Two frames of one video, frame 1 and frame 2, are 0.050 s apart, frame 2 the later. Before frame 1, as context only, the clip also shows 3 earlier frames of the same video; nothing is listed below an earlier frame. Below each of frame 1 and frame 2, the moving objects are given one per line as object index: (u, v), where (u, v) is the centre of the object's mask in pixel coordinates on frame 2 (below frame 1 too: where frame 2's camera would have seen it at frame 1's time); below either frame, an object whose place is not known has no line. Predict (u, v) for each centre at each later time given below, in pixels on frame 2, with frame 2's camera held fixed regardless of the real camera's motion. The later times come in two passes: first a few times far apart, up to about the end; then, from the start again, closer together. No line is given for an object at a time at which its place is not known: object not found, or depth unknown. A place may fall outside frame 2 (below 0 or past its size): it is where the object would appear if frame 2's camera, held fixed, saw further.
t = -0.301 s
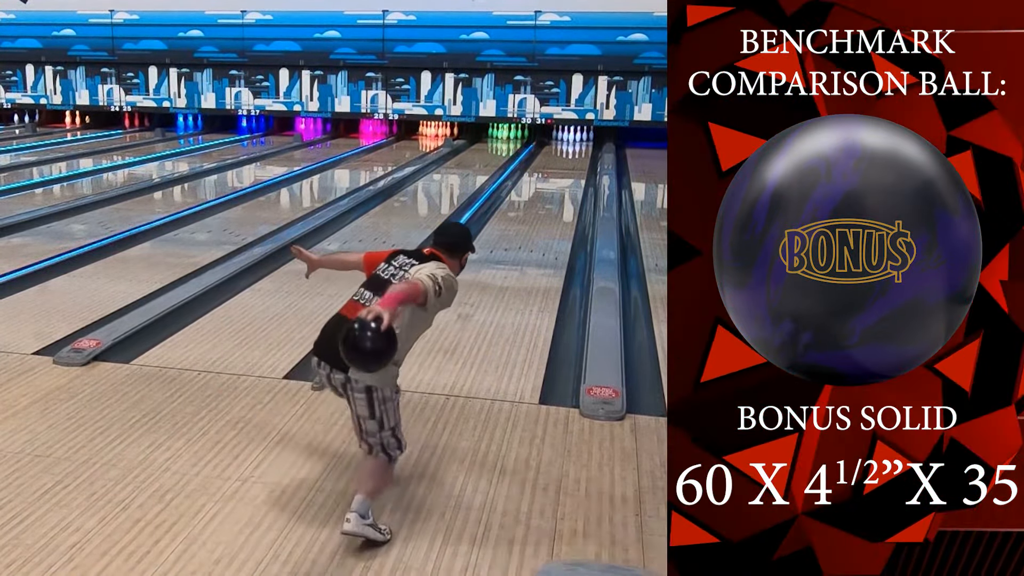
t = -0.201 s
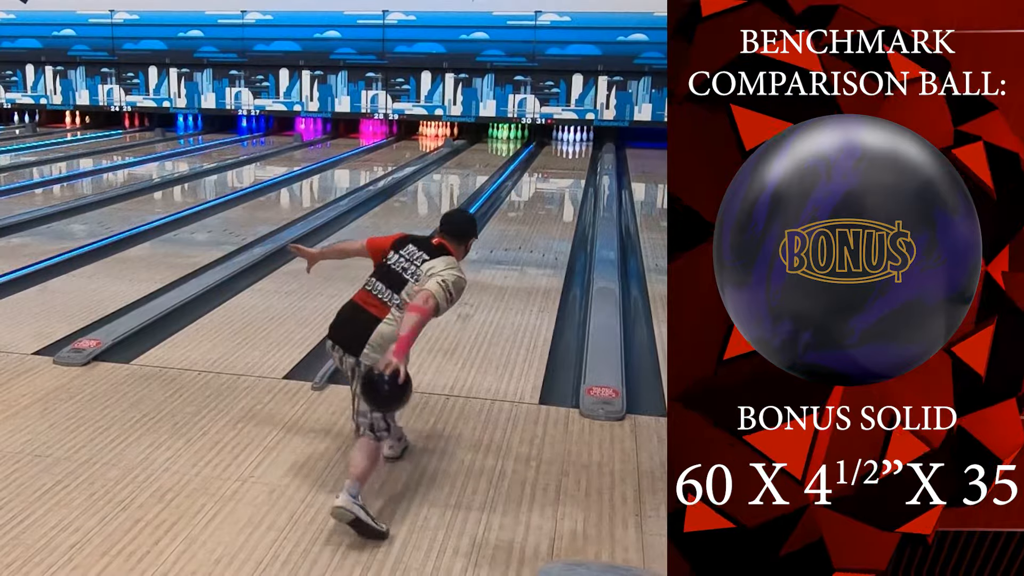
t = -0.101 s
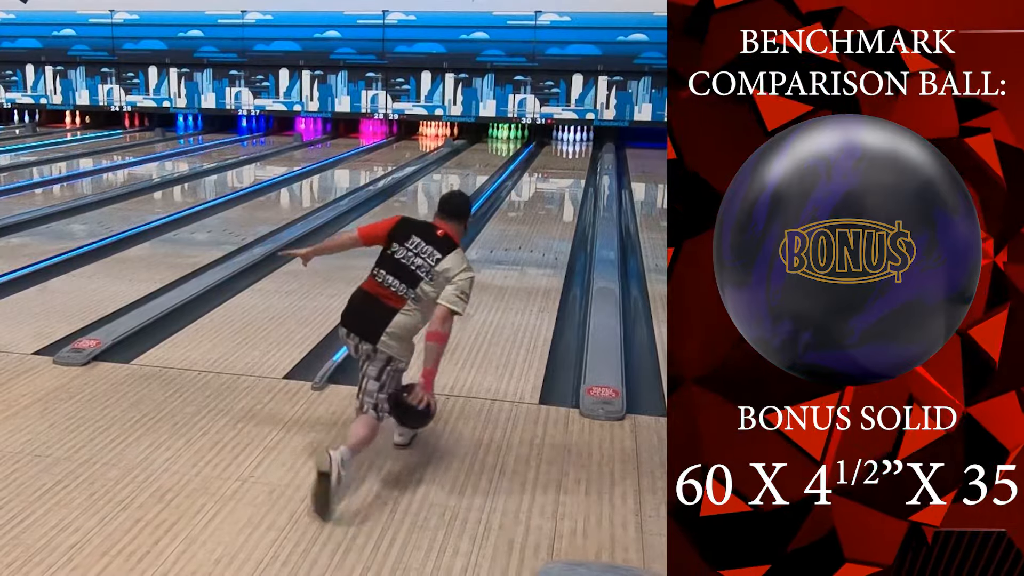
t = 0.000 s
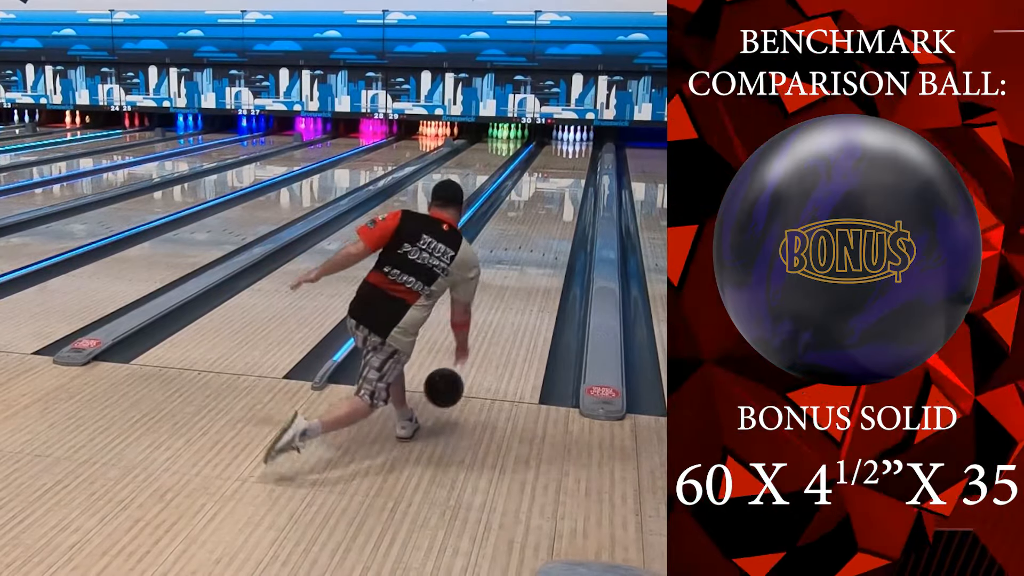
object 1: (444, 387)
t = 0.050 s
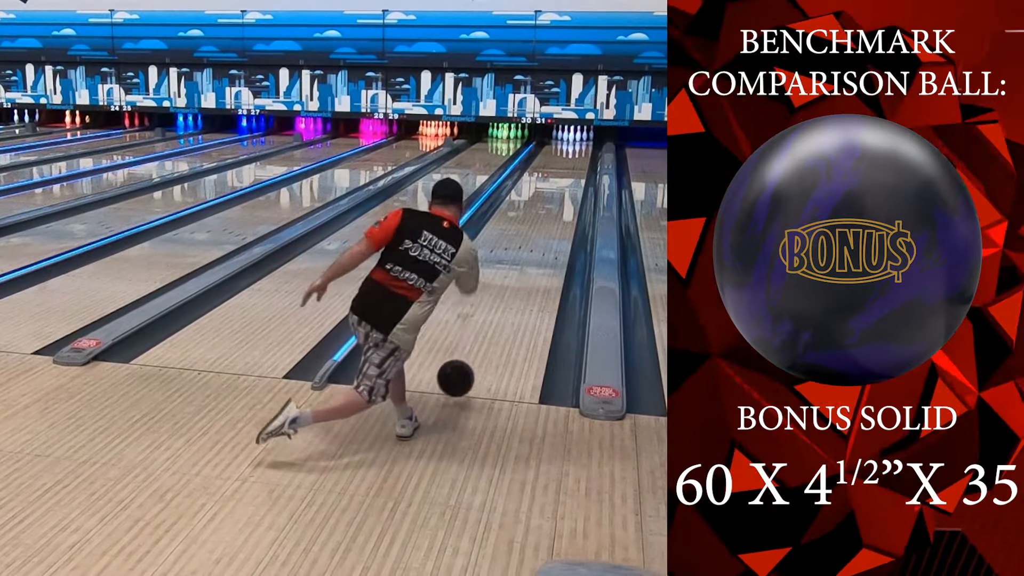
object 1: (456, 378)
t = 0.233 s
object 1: (489, 327)
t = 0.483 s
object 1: (518, 274)
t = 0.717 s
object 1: (536, 241)
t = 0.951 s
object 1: (549, 216)
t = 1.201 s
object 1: (559, 196)
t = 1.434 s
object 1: (566, 182)
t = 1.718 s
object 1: (572, 168)
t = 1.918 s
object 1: (575, 160)
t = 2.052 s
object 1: (576, 156)
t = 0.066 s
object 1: (459, 376)
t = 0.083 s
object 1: (463, 375)
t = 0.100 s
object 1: (466, 369)
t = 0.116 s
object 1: (469, 361)
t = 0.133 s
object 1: (472, 355)
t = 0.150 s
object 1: (475, 349)
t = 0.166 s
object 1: (478, 343)
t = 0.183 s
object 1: (481, 338)
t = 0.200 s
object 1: (484, 334)
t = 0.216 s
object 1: (486, 331)
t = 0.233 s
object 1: (489, 327)
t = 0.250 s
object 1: (491, 324)
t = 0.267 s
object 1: (493, 319)
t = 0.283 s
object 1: (496, 315)
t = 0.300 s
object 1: (498, 311)
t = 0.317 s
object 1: (500, 307)
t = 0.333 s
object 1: (502, 303)
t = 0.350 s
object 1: (504, 300)
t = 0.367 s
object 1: (506, 296)
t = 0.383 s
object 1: (508, 293)
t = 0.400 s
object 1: (510, 290)
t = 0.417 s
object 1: (512, 286)
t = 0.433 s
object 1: (513, 283)
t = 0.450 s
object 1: (515, 280)
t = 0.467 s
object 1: (517, 277)
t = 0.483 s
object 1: (518, 274)
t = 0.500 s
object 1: (520, 271)
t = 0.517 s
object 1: (521, 269)
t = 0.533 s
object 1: (523, 266)
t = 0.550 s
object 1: (524, 263)
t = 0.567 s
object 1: (526, 261)
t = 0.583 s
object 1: (527, 258)
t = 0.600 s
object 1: (529, 257)
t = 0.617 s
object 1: (531, 253)
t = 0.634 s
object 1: (530, 251)
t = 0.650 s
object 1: (532, 249)
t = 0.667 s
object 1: (533, 247)
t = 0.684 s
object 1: (534, 245)
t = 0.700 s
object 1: (535, 243)
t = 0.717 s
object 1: (536, 241)
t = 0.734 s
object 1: (538, 238)
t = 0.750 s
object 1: (538, 237)
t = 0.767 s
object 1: (539, 235)
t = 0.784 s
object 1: (540, 233)
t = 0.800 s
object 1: (541, 231)
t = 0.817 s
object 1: (542, 229)
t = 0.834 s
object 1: (543, 227)
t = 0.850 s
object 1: (544, 225)
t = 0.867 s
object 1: (545, 224)
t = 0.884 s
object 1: (546, 222)
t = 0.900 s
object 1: (547, 220)
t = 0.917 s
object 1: (547, 219)
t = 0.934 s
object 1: (548, 217)
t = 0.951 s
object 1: (549, 216)
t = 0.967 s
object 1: (550, 214)
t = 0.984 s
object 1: (551, 213)
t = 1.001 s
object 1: (551, 211)
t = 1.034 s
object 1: (553, 209)
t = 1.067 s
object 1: (554, 206)
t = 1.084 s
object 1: (555, 205)
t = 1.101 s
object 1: (555, 203)
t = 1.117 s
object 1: (556, 202)
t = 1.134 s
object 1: (557, 201)
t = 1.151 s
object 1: (557, 200)
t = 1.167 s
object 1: (558, 198)
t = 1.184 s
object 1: (559, 197)
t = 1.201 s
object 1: (559, 196)
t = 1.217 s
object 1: (560, 195)
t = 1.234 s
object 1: (560, 194)
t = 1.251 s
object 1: (561, 193)
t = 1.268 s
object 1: (561, 192)
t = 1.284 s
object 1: (562, 191)
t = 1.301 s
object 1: (562, 190)
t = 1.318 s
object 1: (563, 189)
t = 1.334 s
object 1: (563, 188)
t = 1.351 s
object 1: (564, 187)
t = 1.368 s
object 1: (564, 186)
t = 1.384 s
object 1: (565, 185)
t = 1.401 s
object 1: (565, 184)
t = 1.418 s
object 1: (565, 183)
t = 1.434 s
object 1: (566, 182)
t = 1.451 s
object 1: (566, 181)
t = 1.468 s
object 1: (567, 180)
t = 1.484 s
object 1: (567, 179)
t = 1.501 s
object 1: (568, 178)
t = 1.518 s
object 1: (568, 177)
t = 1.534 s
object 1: (568, 177)
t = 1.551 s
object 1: (569, 176)
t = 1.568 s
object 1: (569, 175)
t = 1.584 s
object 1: (569, 174)
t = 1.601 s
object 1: (570, 173)
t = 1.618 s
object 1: (570, 173)
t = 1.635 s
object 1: (570, 171)
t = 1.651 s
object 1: (571, 171)
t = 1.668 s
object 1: (571, 170)
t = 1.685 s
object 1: (571, 169)
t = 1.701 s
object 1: (572, 169)
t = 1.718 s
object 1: (572, 168)
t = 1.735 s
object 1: (572, 167)
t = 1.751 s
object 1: (572, 167)
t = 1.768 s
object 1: (573, 166)
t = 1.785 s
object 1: (573, 165)
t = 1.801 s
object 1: (573, 165)
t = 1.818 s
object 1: (574, 164)
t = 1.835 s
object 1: (574, 163)
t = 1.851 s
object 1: (574, 163)
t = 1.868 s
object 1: (574, 162)
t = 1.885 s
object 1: (574, 162)
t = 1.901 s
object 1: (575, 161)
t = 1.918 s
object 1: (575, 160)
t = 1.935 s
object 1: (575, 159)
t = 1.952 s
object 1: (575, 159)
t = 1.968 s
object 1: (575, 158)
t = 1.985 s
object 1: (575, 158)
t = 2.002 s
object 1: (576, 157)
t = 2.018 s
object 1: (576, 157)
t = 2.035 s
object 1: (576, 156)
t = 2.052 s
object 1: (576, 156)
